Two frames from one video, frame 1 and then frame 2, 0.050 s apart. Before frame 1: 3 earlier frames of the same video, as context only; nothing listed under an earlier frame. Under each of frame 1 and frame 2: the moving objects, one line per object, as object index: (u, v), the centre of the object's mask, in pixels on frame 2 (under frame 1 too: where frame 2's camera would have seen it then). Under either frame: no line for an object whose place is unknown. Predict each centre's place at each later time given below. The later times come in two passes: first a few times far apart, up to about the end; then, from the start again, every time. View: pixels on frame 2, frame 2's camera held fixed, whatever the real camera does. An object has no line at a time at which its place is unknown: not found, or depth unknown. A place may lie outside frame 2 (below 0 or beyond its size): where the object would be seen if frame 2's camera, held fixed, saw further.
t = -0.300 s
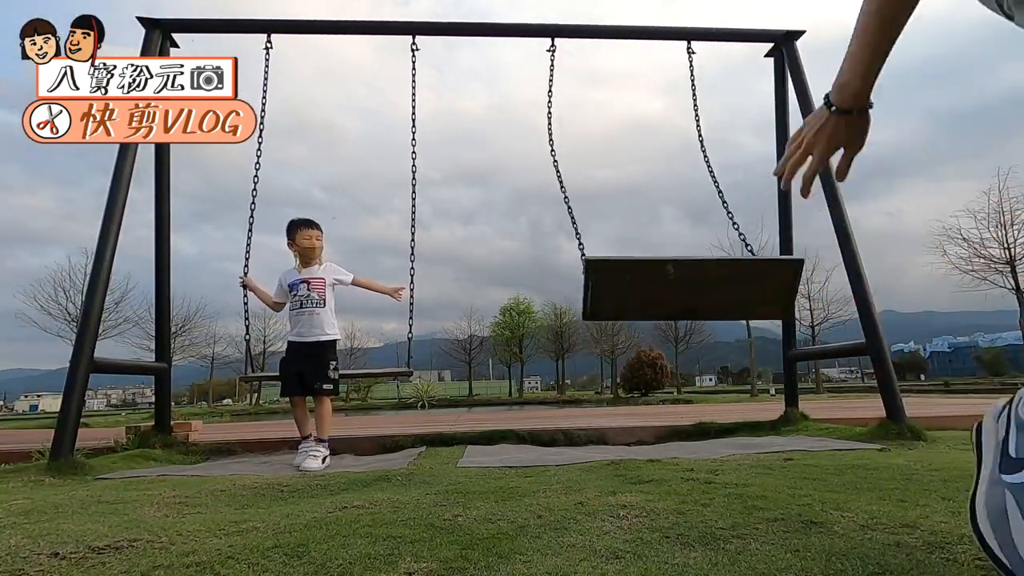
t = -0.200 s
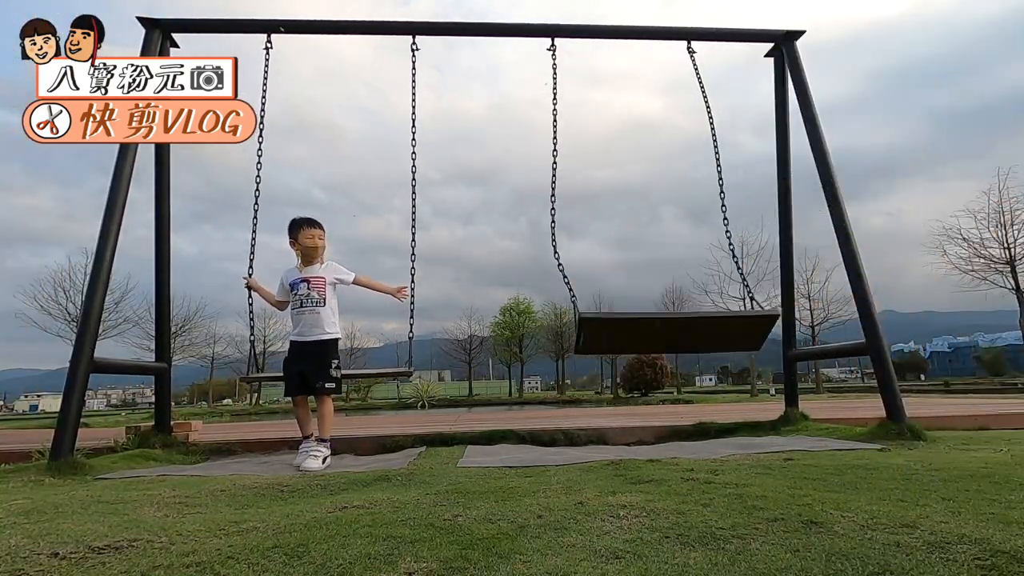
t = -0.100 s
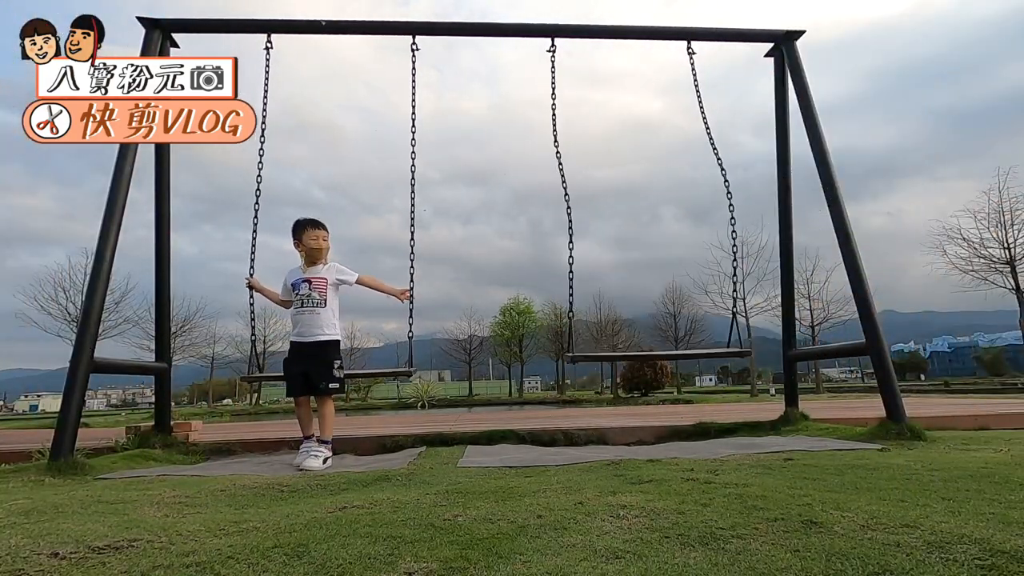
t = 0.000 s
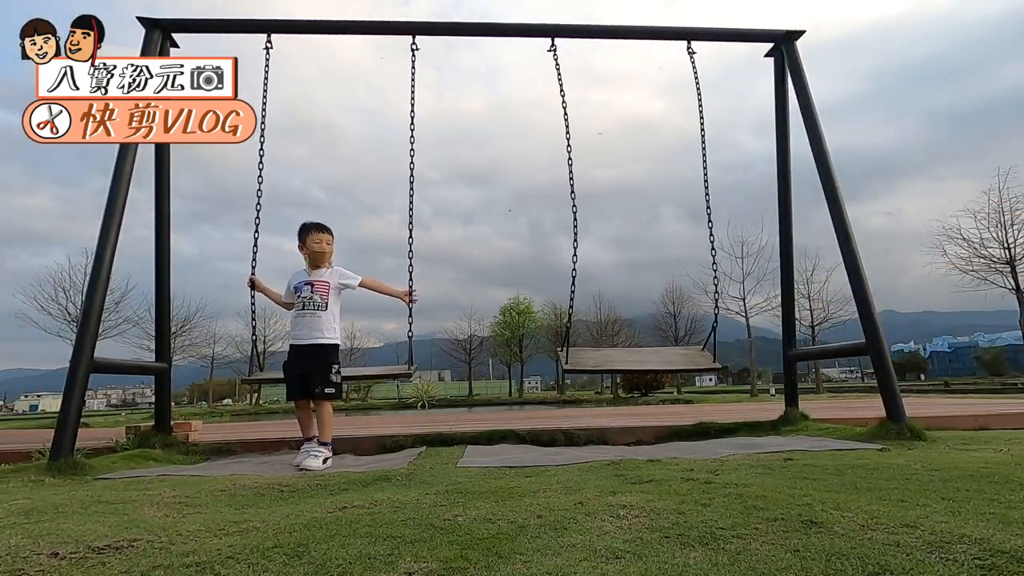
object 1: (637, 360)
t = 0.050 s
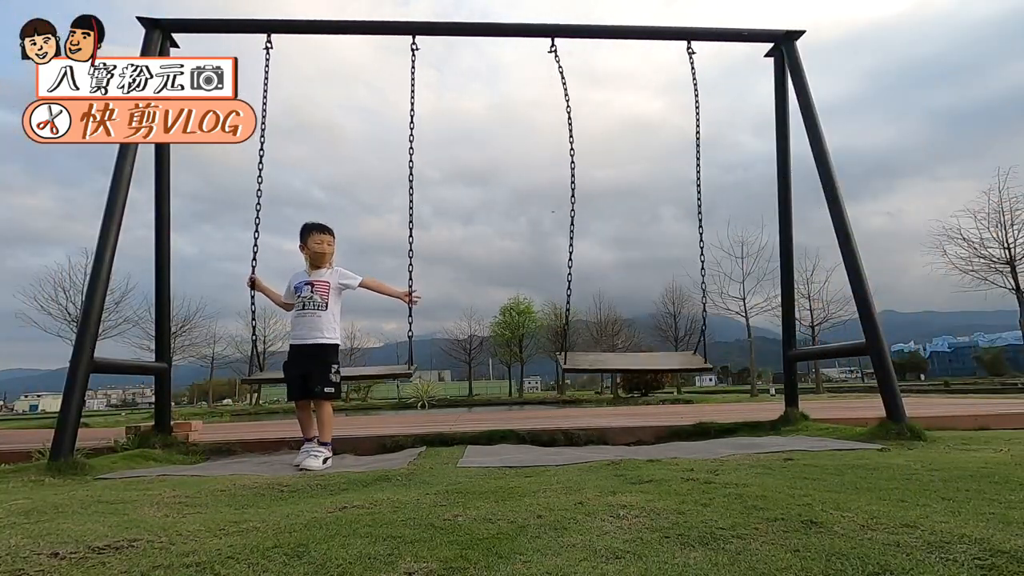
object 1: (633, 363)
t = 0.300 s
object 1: (615, 345)
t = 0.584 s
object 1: (606, 321)
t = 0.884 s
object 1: (619, 343)
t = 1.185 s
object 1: (648, 367)
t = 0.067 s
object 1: (632, 363)
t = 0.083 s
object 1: (631, 363)
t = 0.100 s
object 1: (629, 363)
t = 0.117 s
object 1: (629, 363)
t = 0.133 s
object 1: (626, 362)
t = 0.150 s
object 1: (626, 362)
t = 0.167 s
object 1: (625, 361)
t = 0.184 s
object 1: (624, 360)
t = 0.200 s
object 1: (622, 358)
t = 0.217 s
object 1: (621, 356)
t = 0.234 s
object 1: (619, 354)
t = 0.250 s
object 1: (620, 352)
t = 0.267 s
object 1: (619, 350)
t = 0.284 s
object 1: (617, 349)
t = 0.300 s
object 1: (615, 345)
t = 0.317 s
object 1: (614, 344)
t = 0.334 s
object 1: (614, 342)
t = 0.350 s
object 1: (612, 341)
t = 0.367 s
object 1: (613, 340)
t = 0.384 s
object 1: (612, 339)
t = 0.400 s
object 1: (611, 338)
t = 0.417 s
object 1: (611, 337)
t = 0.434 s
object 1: (609, 336)
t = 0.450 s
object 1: (609, 334)
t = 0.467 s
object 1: (609, 333)
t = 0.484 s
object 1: (608, 330)
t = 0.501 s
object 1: (607, 329)
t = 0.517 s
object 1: (607, 327)
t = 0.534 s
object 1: (606, 326)
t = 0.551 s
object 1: (606, 324)
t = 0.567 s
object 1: (605, 322)
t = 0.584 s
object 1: (606, 321)
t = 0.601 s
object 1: (606, 319)
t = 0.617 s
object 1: (606, 318)
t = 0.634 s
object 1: (607, 318)
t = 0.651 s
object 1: (607, 317)
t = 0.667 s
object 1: (607, 317)
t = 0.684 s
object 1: (608, 317)
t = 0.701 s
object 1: (608, 318)
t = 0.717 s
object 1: (609, 319)
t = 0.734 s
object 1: (610, 320)
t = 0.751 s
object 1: (611, 321)
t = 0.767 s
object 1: (611, 323)
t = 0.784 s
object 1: (612, 325)
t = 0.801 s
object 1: (613, 328)
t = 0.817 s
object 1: (615, 330)
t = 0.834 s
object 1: (616, 335)
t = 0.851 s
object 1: (618, 338)
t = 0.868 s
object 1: (618, 341)
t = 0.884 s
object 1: (619, 343)
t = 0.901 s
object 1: (621, 346)
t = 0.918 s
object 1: (622, 347)
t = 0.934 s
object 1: (624, 350)
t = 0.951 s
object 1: (625, 352)
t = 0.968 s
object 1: (626, 352)
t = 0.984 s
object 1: (628, 353)
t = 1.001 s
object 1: (629, 354)
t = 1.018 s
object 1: (632, 356)
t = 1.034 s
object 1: (634, 357)
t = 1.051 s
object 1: (635, 357)
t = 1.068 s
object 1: (636, 358)
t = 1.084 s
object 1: (638, 359)
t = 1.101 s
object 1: (638, 361)
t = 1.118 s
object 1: (639, 362)
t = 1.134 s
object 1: (641, 363)
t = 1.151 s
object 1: (644, 364)
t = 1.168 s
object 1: (644, 366)
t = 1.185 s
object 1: (648, 367)
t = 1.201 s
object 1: (650, 367)
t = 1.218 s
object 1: (652, 367)
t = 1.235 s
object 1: (655, 366)
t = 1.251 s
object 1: (657, 365)
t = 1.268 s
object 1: (660, 364)
